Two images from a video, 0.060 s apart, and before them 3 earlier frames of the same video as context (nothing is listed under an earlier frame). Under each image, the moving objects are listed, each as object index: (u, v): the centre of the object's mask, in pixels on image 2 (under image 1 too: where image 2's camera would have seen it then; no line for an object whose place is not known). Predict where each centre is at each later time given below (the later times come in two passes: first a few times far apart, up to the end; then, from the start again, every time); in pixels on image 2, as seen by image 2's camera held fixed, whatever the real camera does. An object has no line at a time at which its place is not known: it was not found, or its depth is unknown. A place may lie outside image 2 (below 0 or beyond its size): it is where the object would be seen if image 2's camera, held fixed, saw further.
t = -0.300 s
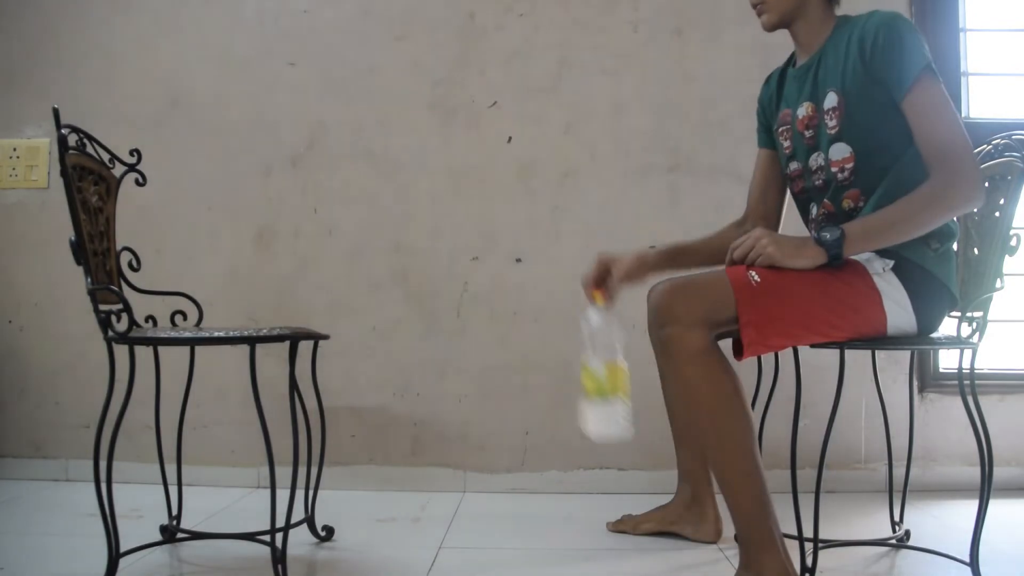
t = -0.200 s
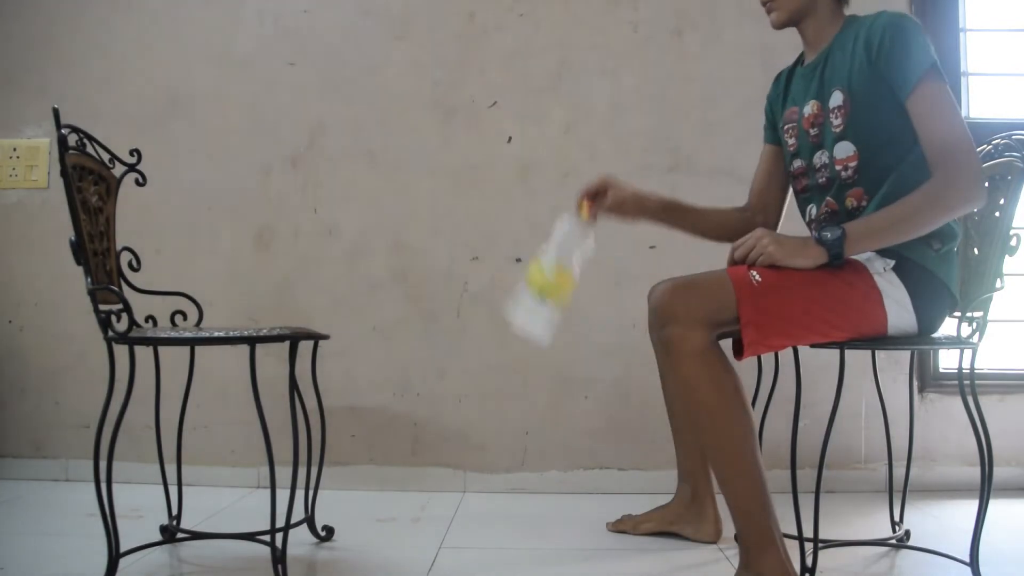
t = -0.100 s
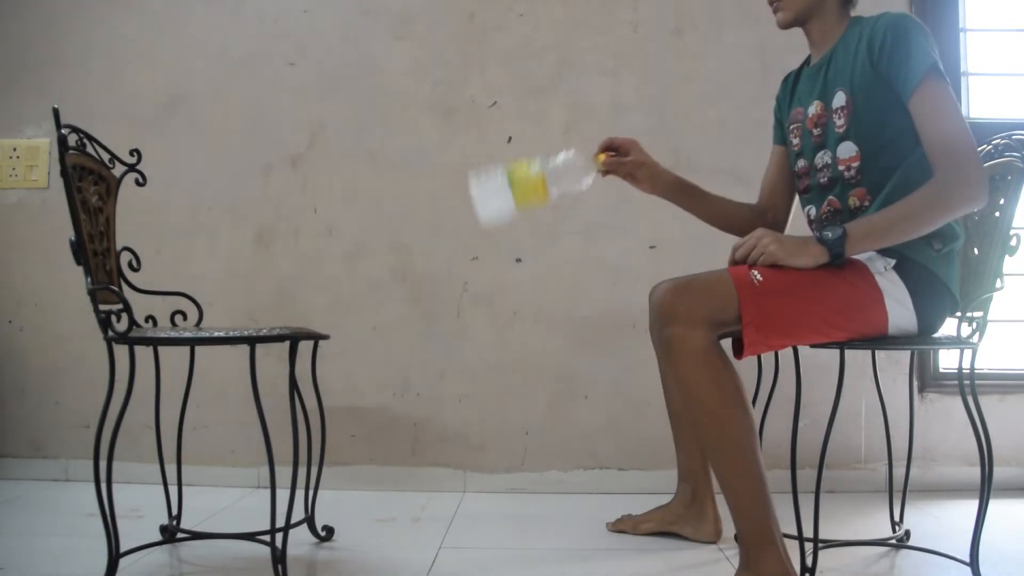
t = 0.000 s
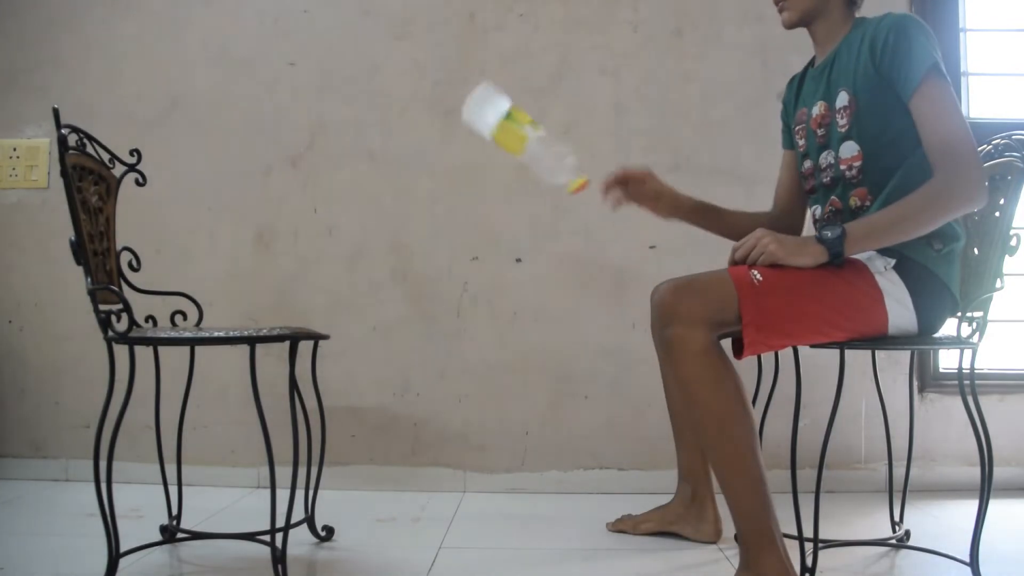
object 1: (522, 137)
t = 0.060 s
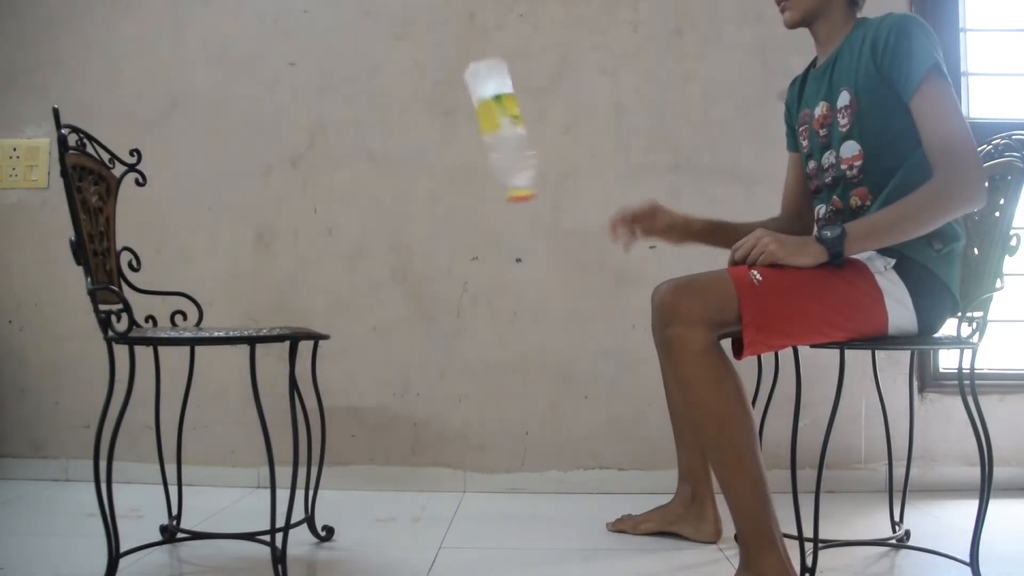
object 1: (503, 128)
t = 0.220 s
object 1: (455, 124)
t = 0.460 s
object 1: (467, 389)
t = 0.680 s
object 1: (475, 510)
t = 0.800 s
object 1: (468, 510)
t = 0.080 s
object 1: (494, 126)
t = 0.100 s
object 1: (486, 123)
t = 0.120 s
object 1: (477, 121)
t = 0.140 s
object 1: (470, 120)
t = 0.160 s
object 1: (464, 119)
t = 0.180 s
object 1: (460, 118)
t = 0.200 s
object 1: (457, 120)
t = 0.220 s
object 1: (455, 124)
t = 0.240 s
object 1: (455, 130)
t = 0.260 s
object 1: (454, 139)
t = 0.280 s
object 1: (454, 151)
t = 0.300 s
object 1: (455, 166)
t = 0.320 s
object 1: (456, 184)
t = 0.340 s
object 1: (457, 205)
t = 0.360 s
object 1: (458, 228)
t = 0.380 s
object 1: (460, 254)
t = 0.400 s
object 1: (461, 284)
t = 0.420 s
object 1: (464, 317)
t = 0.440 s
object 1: (465, 351)
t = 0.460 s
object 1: (467, 389)
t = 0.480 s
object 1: (468, 424)
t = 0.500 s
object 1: (464, 452)
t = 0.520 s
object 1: (469, 504)
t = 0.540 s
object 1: (471, 514)
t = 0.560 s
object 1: (472, 513)
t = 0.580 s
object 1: (474, 511)
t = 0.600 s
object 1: (476, 511)
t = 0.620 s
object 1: (476, 510)
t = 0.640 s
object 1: (476, 510)
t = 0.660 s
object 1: (476, 510)
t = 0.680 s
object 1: (475, 510)
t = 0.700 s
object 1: (474, 510)
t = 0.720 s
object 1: (473, 510)
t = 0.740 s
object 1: (471, 510)
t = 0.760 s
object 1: (469, 510)
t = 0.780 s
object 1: (468, 510)
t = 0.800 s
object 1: (468, 510)
